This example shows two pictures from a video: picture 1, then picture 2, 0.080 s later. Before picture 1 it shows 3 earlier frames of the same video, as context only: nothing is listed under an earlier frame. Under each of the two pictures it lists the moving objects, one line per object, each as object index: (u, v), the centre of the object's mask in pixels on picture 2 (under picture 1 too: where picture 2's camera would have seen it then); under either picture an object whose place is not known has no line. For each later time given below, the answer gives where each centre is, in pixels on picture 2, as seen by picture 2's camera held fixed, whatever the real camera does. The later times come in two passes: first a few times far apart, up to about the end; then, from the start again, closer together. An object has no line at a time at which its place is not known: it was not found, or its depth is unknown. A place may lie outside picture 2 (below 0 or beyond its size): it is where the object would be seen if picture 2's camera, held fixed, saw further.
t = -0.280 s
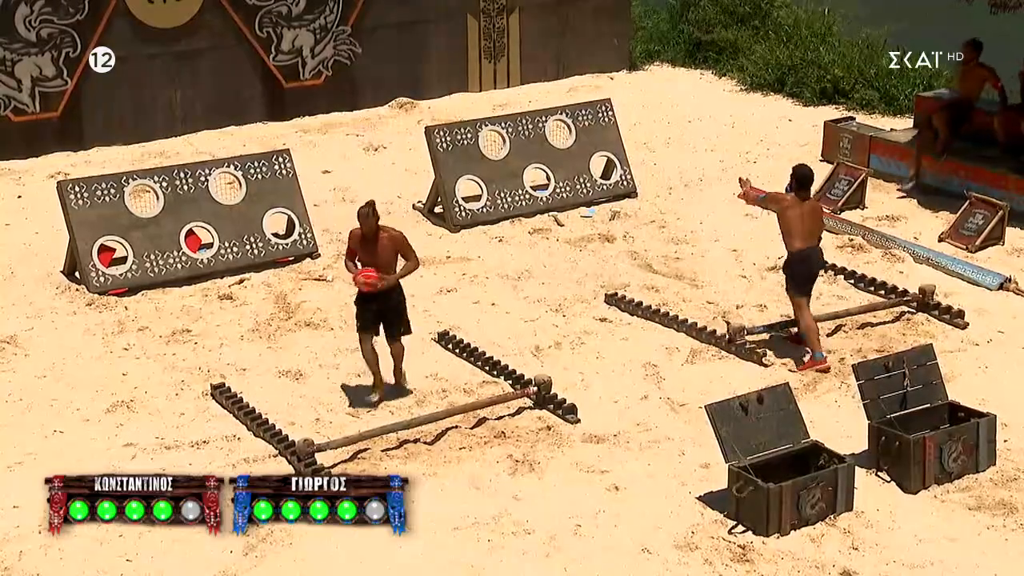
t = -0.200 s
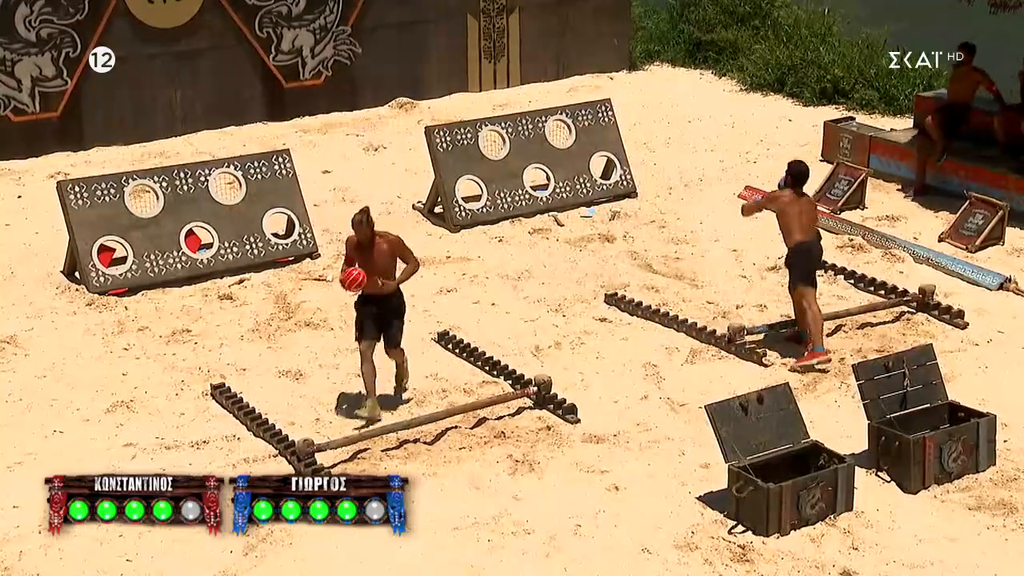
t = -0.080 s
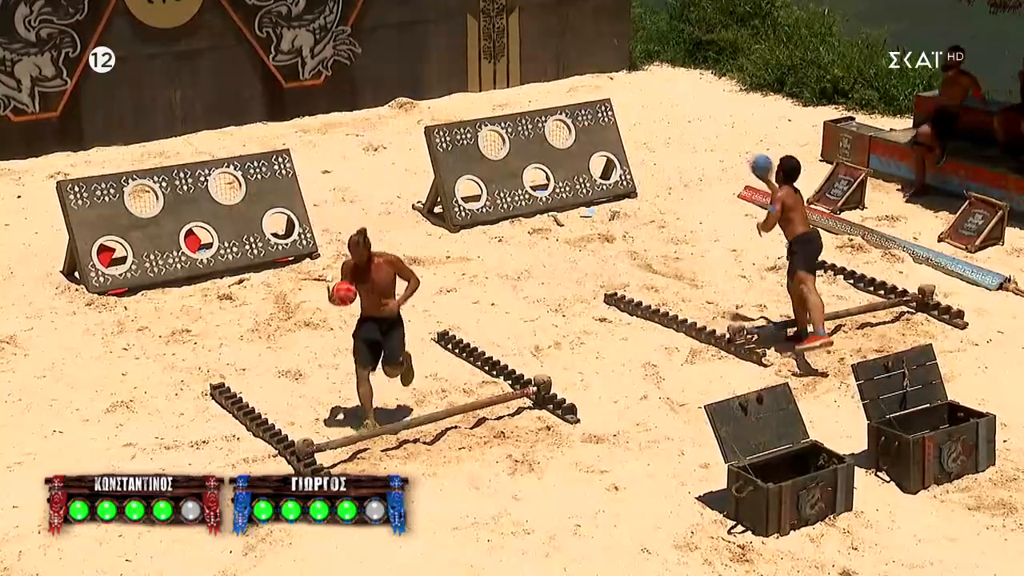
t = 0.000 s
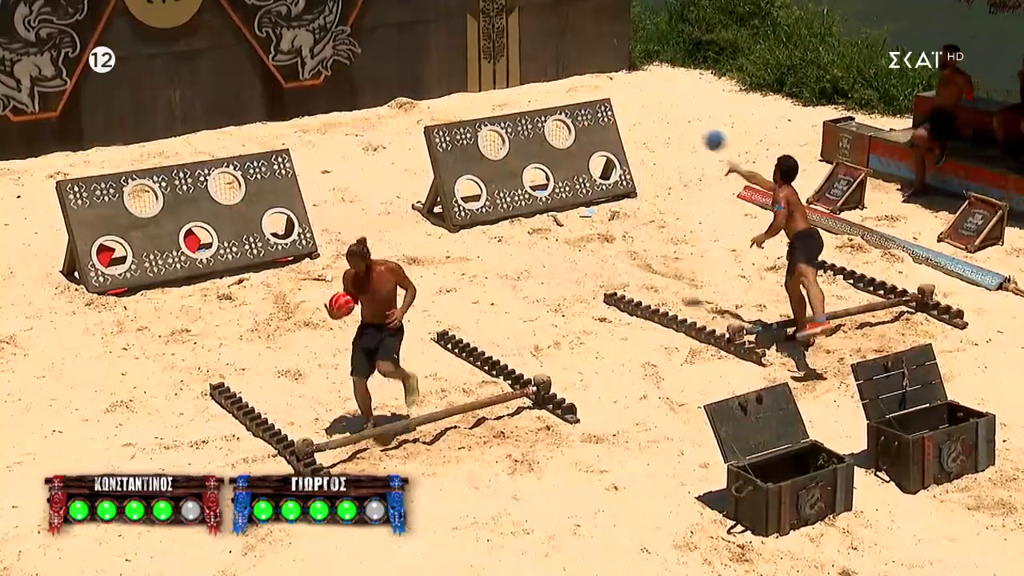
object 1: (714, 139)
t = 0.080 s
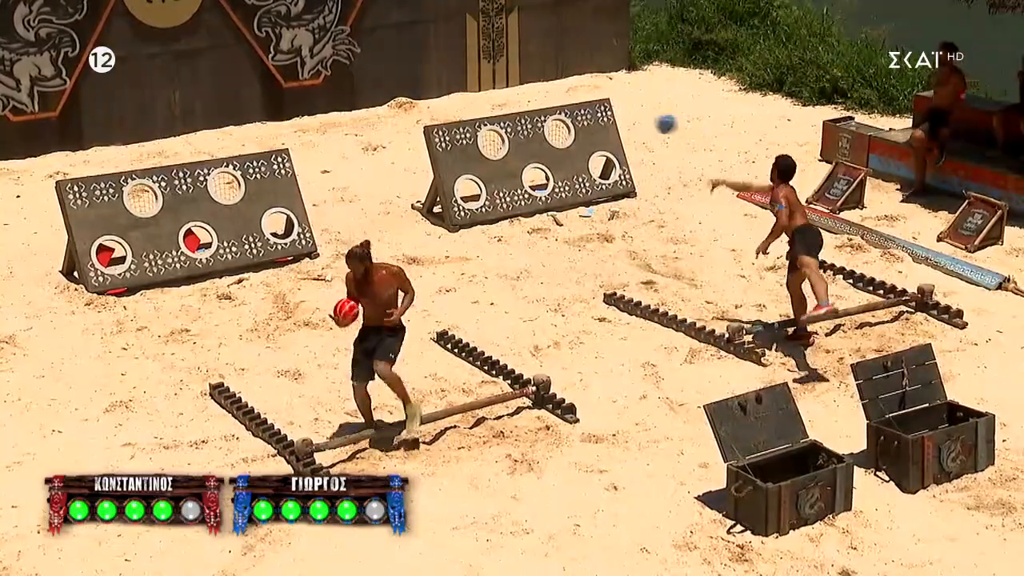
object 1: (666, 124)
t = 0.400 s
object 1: (509, 121)
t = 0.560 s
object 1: (534, 147)
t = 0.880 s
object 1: (695, 265)
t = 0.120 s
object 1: (643, 118)
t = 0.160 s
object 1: (623, 113)
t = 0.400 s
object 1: (509, 121)
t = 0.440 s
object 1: (494, 128)
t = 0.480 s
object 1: (499, 134)
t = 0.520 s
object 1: (519, 139)
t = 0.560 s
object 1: (534, 147)
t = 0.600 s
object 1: (557, 156)
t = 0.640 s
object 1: (572, 165)
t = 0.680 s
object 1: (595, 179)
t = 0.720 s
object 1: (611, 191)
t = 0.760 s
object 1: (633, 209)
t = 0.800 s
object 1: (653, 226)
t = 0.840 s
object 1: (673, 245)
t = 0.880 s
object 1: (695, 265)
